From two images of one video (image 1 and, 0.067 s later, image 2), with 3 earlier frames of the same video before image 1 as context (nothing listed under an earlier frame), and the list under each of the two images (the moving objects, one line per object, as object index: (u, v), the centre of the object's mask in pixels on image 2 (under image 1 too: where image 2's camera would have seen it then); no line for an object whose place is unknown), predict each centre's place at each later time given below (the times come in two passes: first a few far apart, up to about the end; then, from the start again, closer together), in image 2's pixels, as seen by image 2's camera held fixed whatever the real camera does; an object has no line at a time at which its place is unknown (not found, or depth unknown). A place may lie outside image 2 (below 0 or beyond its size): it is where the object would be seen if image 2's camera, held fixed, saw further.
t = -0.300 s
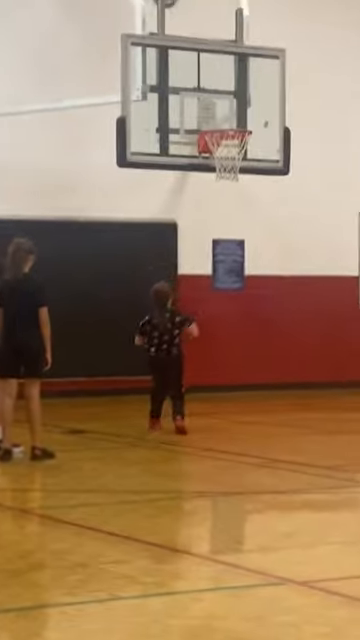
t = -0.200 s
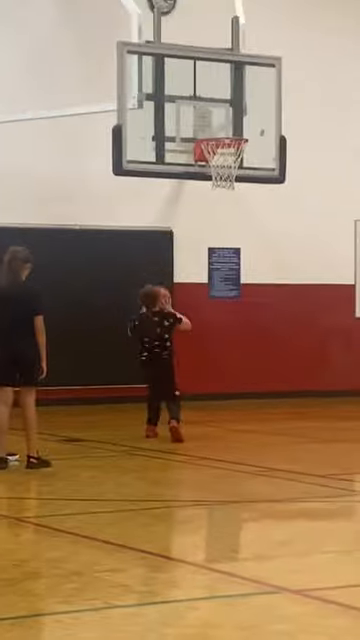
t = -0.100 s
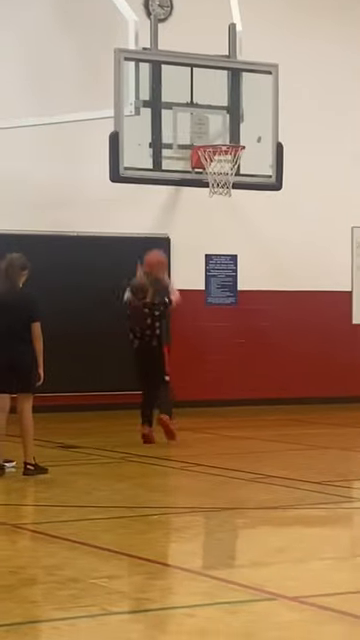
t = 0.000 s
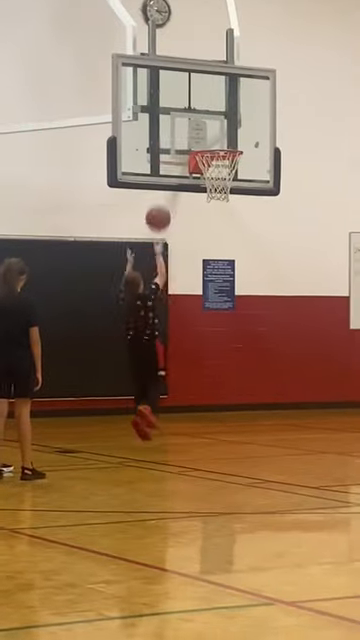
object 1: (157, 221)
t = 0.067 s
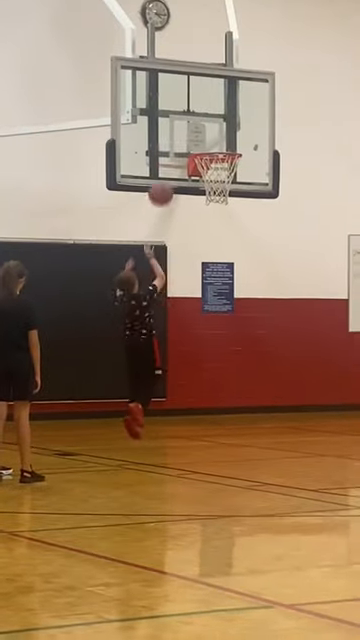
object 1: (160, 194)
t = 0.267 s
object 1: (170, 142)
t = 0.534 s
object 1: (192, 139)
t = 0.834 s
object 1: (223, 148)
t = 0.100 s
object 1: (162, 181)
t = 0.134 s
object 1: (164, 171)
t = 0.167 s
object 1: (165, 162)
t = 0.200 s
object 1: (166, 154)
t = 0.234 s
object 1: (168, 148)
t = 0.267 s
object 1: (170, 142)
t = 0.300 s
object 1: (171, 138)
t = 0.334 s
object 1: (173, 134)
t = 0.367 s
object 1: (174, 133)
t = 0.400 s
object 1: (175, 132)
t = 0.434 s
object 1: (178, 132)
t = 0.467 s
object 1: (182, 134)
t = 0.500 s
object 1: (187, 136)
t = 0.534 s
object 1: (192, 139)
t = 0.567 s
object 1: (196, 142)
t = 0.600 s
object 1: (200, 142)
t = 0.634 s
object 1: (204, 141)
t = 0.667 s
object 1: (208, 141)
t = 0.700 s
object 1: (212, 142)
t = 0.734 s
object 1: (216, 143)
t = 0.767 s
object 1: (220, 145)
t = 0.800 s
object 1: (223, 147)
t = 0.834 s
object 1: (223, 148)
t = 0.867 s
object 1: (223, 150)
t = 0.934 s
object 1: (226, 164)
